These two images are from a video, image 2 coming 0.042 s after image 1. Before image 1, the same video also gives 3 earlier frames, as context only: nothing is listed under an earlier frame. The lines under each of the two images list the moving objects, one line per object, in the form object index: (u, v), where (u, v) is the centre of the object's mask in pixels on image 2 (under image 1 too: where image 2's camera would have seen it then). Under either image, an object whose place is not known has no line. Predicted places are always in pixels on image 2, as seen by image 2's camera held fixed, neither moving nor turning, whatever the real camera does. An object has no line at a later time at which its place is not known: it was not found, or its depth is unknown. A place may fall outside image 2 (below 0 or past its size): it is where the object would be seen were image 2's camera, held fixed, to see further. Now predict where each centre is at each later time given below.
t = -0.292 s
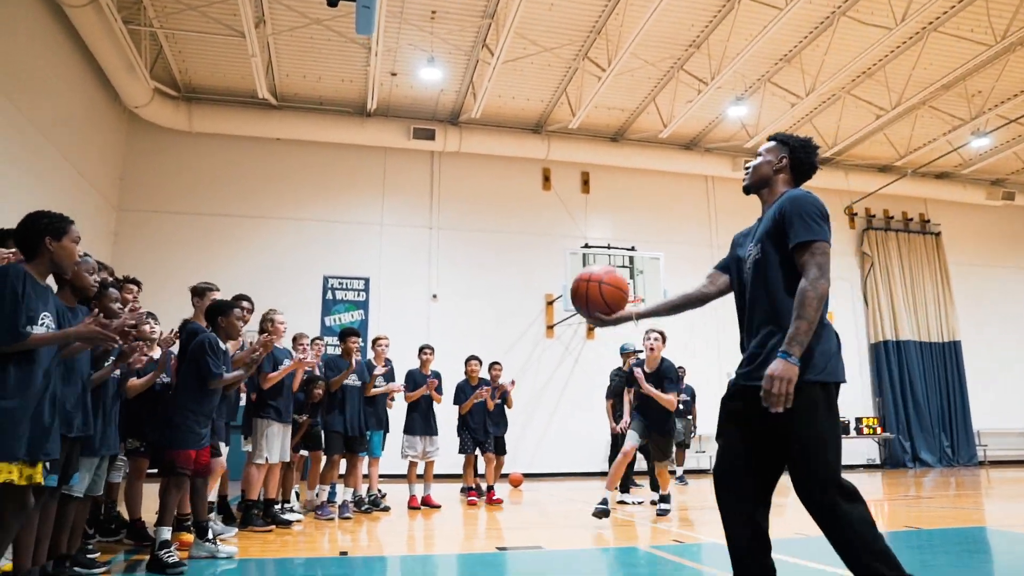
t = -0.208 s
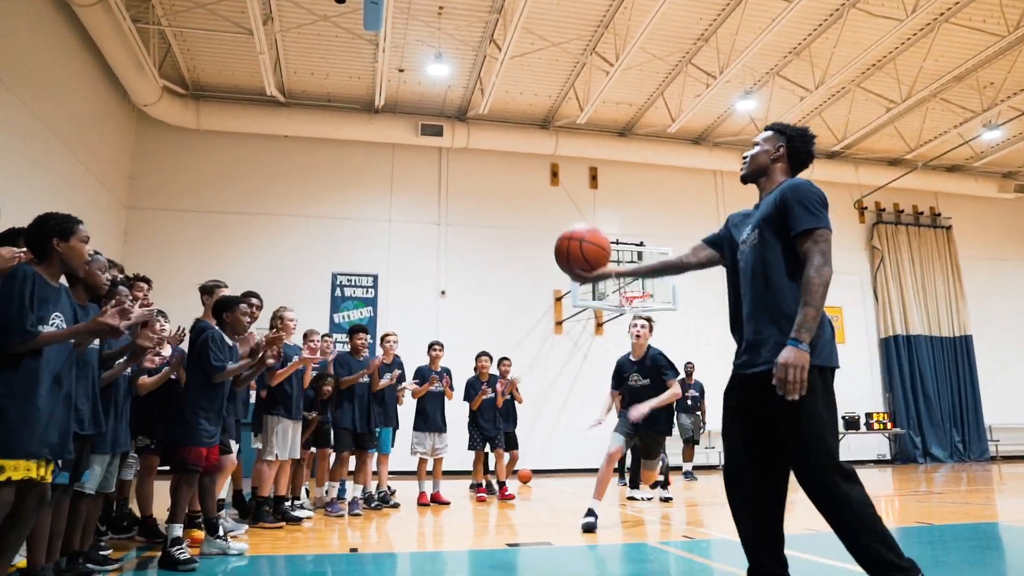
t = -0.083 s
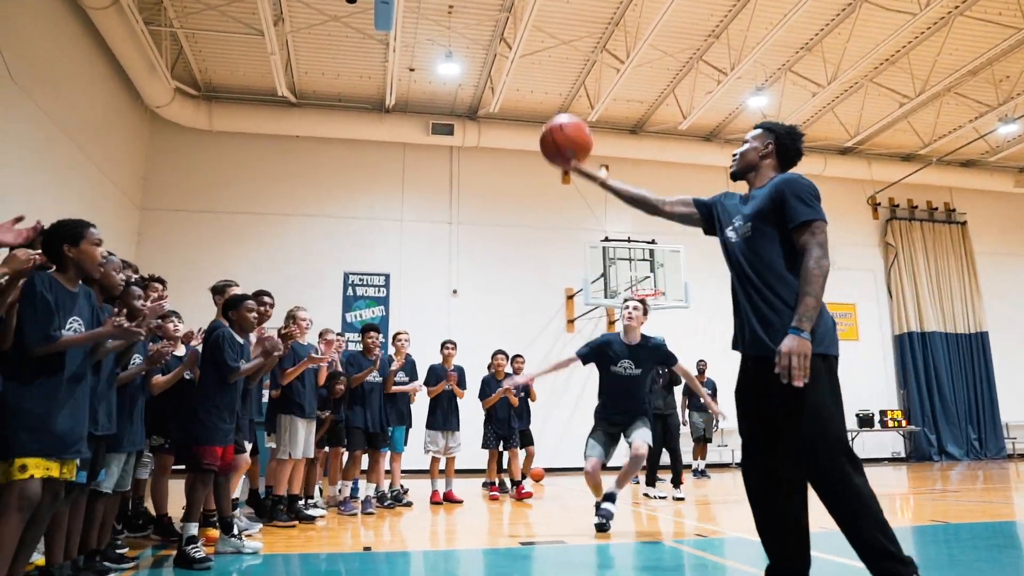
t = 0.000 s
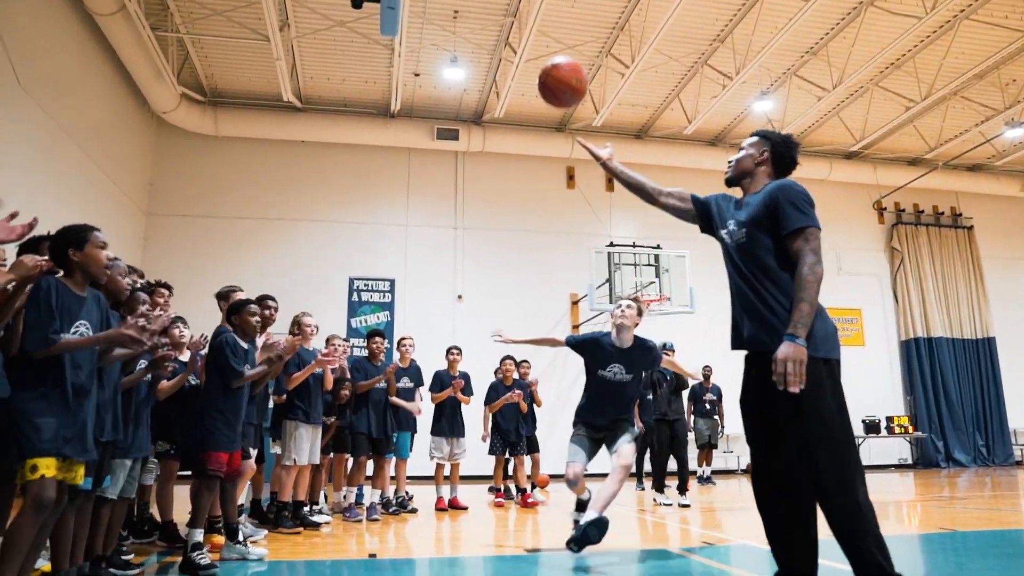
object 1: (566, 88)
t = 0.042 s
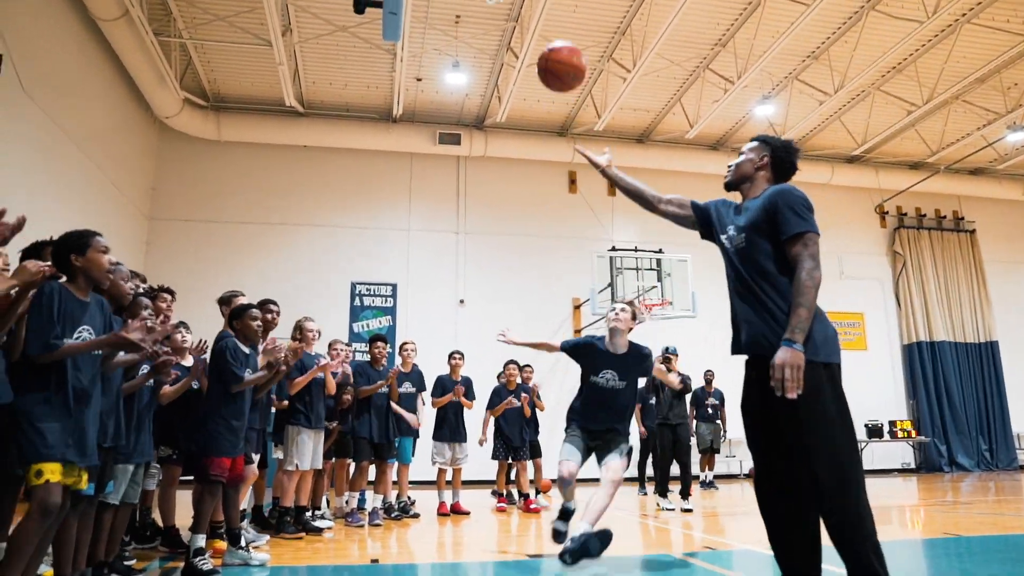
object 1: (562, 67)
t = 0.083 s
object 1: (555, 39)
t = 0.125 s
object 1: (553, 23)
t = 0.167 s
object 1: (550, 5)
